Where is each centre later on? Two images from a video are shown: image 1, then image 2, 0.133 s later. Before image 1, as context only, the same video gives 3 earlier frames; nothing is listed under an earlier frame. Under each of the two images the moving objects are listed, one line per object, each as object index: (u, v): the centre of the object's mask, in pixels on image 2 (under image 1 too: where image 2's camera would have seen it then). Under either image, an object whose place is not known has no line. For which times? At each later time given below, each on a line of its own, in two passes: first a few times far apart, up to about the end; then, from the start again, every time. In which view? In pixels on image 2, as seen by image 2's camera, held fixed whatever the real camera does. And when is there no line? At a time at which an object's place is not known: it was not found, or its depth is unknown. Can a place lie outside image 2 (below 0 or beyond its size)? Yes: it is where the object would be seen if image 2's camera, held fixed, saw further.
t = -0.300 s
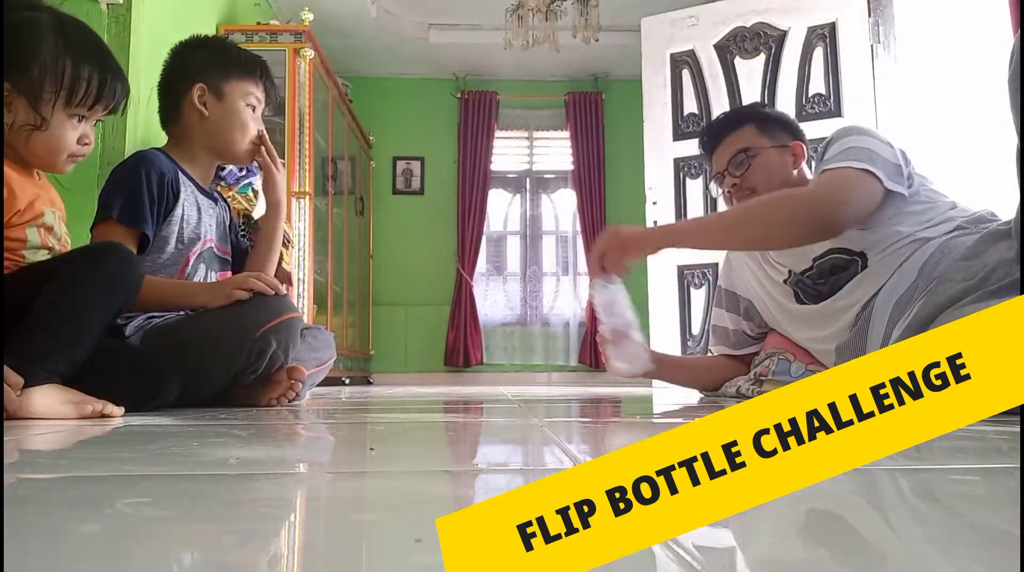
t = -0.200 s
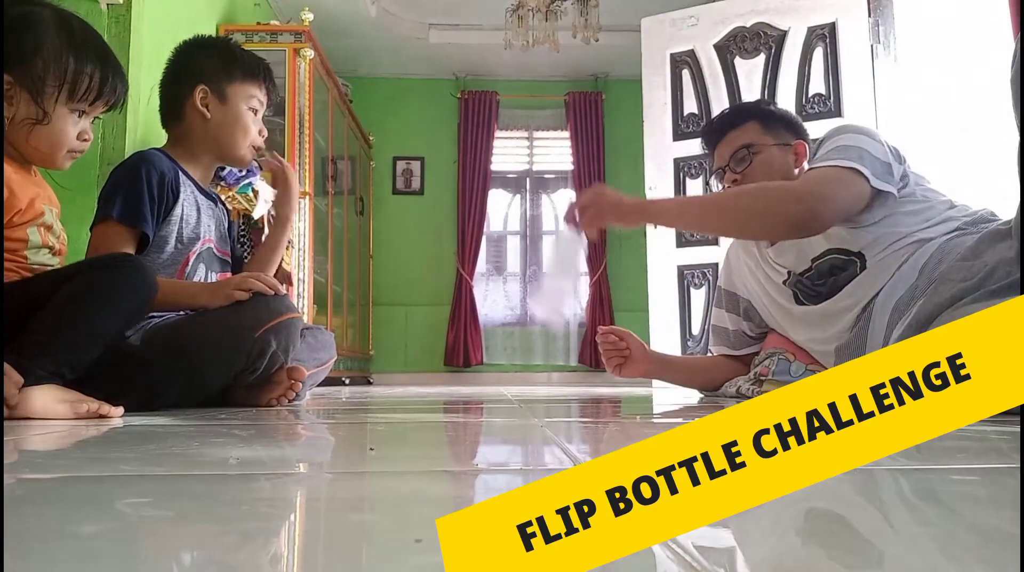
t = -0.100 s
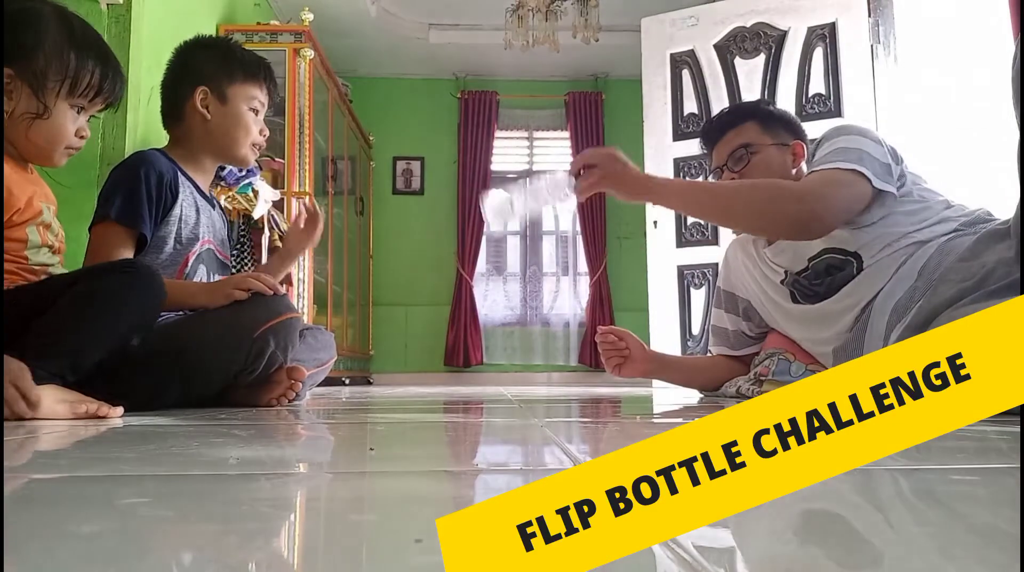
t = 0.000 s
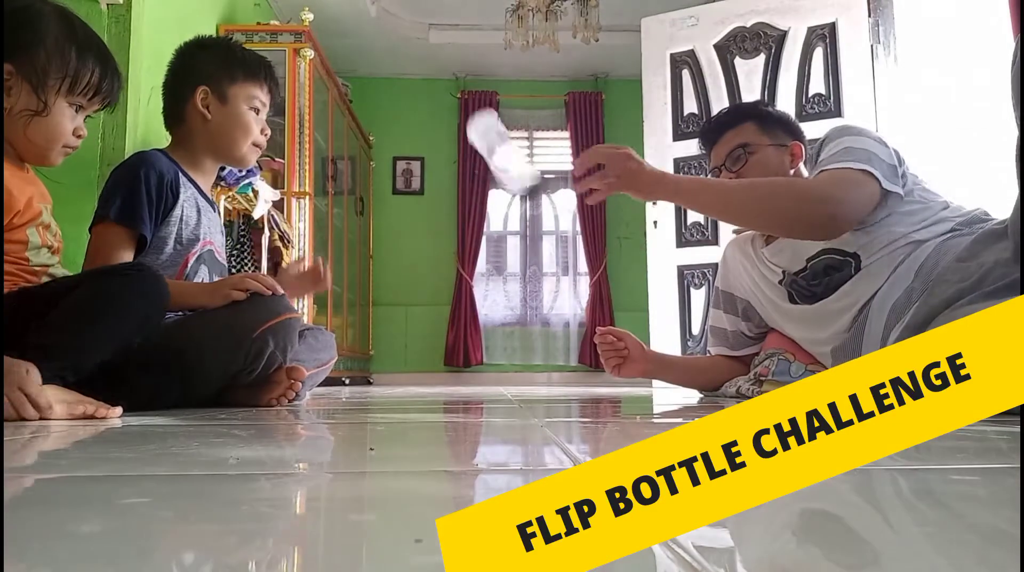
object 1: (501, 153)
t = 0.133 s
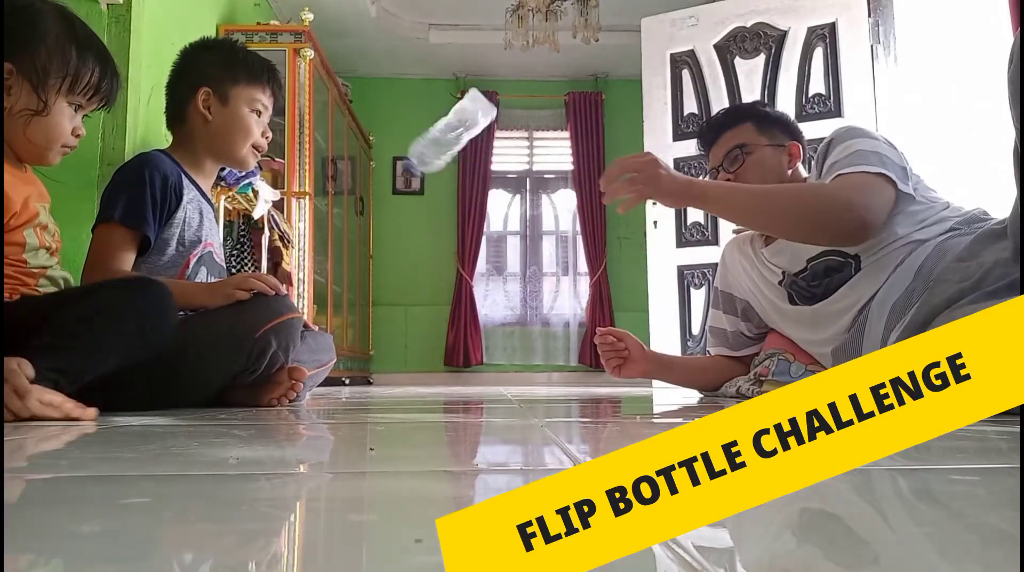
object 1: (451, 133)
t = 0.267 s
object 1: (435, 183)
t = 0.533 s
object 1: (409, 348)
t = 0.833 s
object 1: (388, 348)
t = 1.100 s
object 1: (383, 350)
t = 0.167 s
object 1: (445, 135)
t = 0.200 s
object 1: (441, 143)
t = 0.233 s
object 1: (438, 159)
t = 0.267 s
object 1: (435, 183)
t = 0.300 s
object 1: (432, 214)
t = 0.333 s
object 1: (429, 253)
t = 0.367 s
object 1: (425, 300)
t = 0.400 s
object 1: (423, 346)
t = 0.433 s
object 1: (421, 348)
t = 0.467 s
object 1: (416, 347)
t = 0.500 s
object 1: (412, 348)
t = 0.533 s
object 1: (409, 348)
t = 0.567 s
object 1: (406, 347)
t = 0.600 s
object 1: (404, 347)
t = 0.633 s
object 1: (401, 347)
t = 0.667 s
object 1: (398, 347)
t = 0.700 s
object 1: (395, 348)
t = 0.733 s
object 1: (393, 348)
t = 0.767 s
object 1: (391, 347)
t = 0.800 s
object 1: (390, 347)
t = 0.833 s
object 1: (388, 348)
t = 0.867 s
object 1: (385, 348)
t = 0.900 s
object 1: (382, 349)
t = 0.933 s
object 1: (379, 349)
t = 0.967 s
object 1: (378, 350)
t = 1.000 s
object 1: (377, 350)
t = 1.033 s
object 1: (378, 350)
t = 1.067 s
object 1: (379, 350)
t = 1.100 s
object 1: (383, 350)
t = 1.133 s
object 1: (382, 350)
